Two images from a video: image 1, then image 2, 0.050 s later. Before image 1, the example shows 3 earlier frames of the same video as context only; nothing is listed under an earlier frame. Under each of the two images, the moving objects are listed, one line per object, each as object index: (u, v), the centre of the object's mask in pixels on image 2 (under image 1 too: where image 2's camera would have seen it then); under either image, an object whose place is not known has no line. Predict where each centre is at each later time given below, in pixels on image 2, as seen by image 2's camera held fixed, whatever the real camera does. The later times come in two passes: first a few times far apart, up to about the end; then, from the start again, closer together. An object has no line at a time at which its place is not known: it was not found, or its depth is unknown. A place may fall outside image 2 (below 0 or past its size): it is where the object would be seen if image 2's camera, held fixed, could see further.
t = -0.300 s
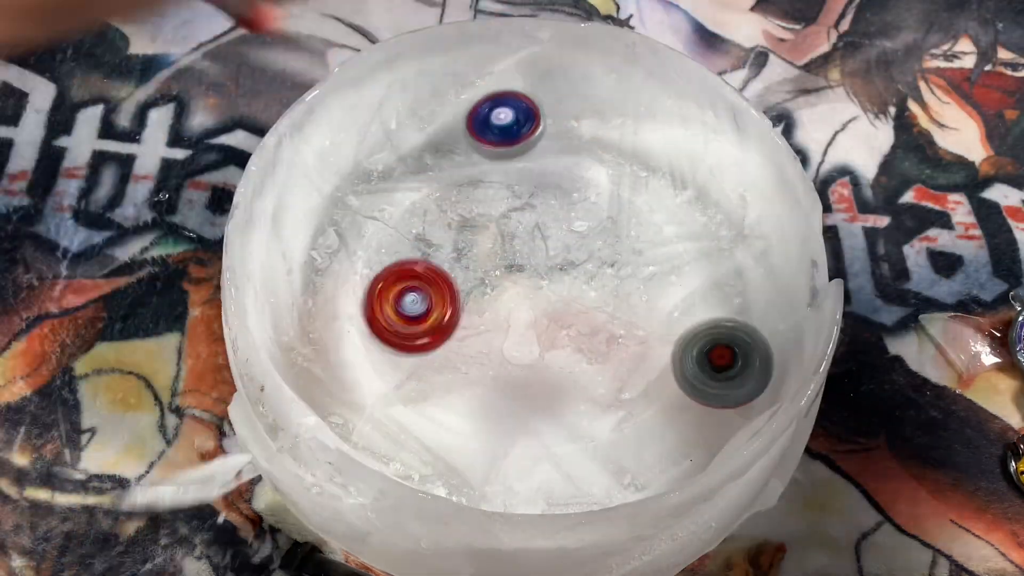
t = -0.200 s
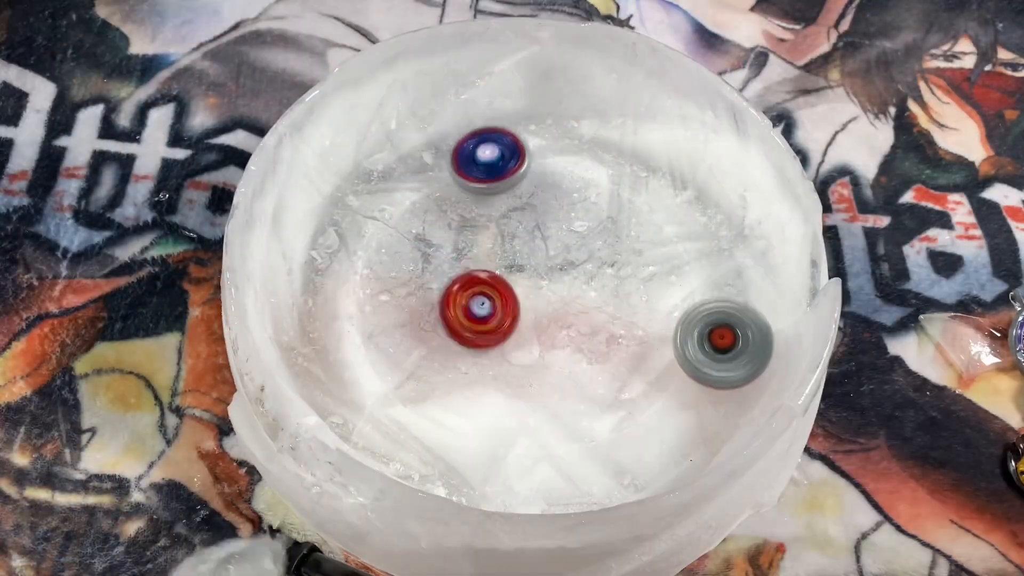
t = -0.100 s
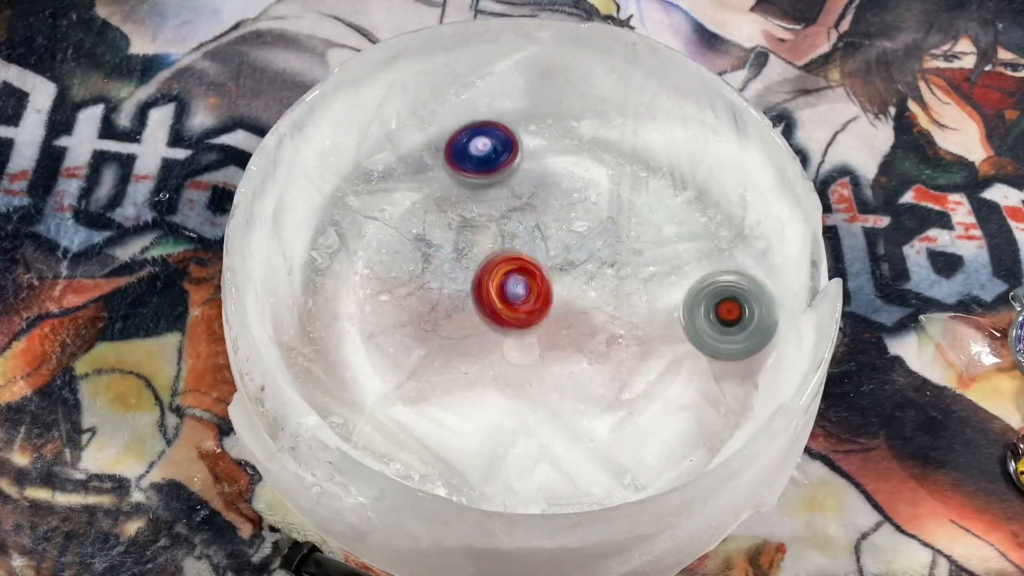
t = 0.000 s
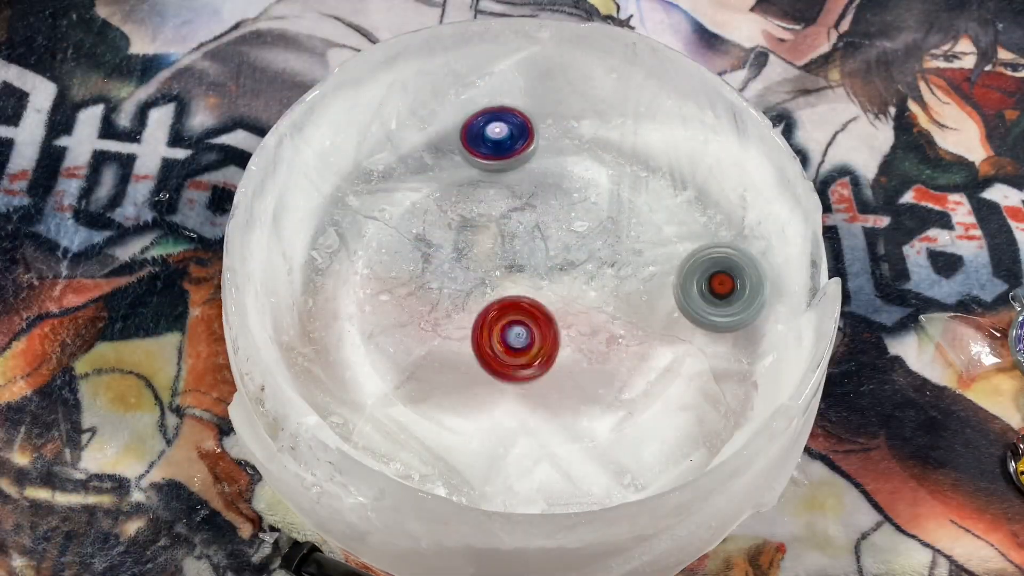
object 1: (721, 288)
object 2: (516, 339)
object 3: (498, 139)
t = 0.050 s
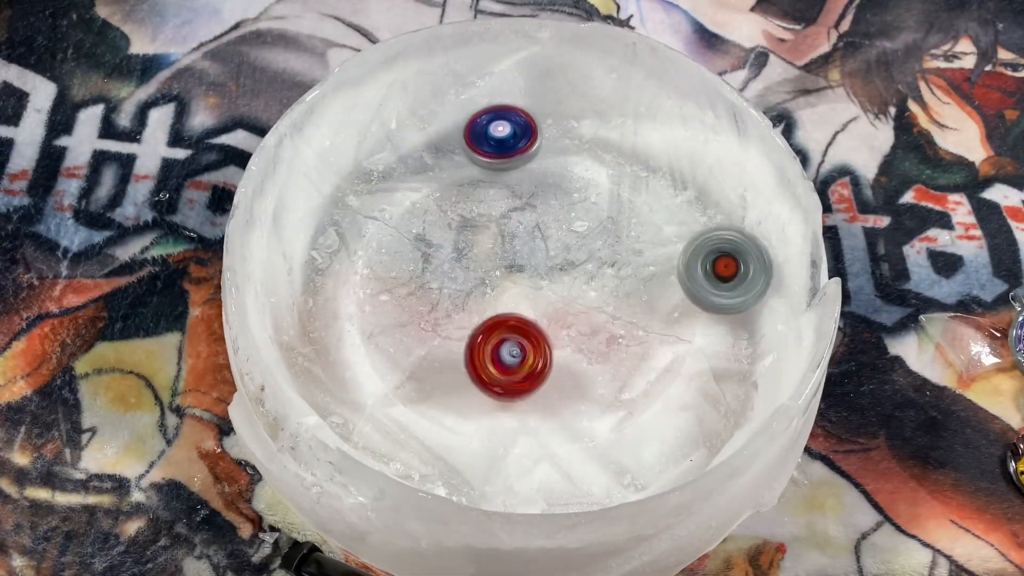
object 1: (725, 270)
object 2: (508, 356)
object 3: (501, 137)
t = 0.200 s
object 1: (689, 217)
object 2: (445, 271)
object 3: (493, 147)
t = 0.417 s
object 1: (576, 231)
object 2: (323, 282)
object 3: (546, 149)
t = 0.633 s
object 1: (553, 523)
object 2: (493, 317)
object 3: (457, 225)
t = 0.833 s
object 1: (573, 449)
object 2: (627, 383)
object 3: (401, 235)
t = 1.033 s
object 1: (436, 450)
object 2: (518, 220)
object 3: (429, 270)
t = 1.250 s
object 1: (350, 336)
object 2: (539, 132)
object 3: (490, 277)
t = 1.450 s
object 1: (381, 253)
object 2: (584, 144)
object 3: (512, 245)
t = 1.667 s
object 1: (442, 193)
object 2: (589, 134)
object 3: (613, 284)
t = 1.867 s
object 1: (503, 223)
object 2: (533, 128)
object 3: (630, 265)
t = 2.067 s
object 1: (474, 262)
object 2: (514, 192)
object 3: (628, 233)
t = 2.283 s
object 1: (468, 310)
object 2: (485, 203)
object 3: (593, 213)
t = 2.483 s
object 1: (469, 309)
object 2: (437, 188)
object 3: (573, 208)
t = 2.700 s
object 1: (461, 304)
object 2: (386, 166)
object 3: (627, 295)
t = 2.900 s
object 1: (460, 296)
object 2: (417, 180)
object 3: (715, 296)
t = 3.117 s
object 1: (466, 280)
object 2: (445, 195)
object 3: (583, 267)
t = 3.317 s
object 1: (406, 311)
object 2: (433, 149)
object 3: (526, 263)
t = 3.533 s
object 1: (396, 270)
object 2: (467, 139)
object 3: (521, 281)
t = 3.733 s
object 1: (438, 248)
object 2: (506, 193)
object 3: (548, 258)
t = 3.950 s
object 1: (487, 252)
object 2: (541, 135)
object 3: (598, 333)
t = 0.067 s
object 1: (727, 265)
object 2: (505, 363)
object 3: (502, 137)
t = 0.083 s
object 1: (728, 258)
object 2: (499, 355)
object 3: (502, 138)
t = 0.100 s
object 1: (726, 252)
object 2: (491, 348)
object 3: (501, 139)
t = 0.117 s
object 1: (726, 245)
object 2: (485, 343)
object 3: (501, 139)
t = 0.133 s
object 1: (722, 239)
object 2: (475, 331)
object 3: (500, 140)
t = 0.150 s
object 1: (714, 231)
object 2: (464, 320)
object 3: (499, 141)
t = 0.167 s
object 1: (705, 227)
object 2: (455, 312)
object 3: (497, 142)
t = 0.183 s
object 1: (697, 223)
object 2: (450, 293)
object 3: (496, 144)
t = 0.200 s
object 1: (689, 217)
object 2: (445, 271)
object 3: (493, 147)
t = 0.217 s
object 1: (682, 213)
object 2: (442, 252)
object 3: (491, 150)
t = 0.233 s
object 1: (673, 208)
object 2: (438, 236)
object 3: (488, 156)
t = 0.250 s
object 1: (665, 204)
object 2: (434, 222)
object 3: (486, 162)
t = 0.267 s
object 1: (656, 200)
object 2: (421, 225)
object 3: (490, 162)
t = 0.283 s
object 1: (647, 196)
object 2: (400, 231)
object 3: (502, 153)
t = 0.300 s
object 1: (639, 194)
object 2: (382, 237)
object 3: (513, 147)
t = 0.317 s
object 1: (629, 195)
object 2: (363, 246)
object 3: (523, 142)
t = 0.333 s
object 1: (619, 195)
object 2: (346, 252)
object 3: (532, 139)
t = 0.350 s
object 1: (606, 197)
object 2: (330, 255)
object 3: (540, 137)
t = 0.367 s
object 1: (596, 199)
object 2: (319, 259)
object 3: (547, 134)
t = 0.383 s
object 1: (590, 210)
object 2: (310, 265)
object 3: (548, 125)
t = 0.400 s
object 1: (583, 220)
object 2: (309, 274)
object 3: (548, 129)
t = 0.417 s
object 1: (576, 231)
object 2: (323, 282)
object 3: (546, 149)
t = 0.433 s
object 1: (572, 264)
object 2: (338, 292)
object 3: (541, 155)
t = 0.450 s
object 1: (569, 307)
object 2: (349, 297)
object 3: (532, 146)
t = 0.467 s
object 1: (565, 351)
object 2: (361, 303)
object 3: (521, 140)
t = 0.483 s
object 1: (564, 359)
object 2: (373, 311)
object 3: (511, 137)
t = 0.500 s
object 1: (562, 371)
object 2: (386, 317)
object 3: (501, 137)
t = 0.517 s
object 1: (559, 388)
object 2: (401, 323)
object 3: (490, 139)
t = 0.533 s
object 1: (555, 408)
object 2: (417, 327)
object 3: (479, 143)
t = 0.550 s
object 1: (550, 436)
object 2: (433, 329)
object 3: (470, 141)
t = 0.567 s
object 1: (543, 469)
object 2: (448, 329)
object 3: (462, 141)
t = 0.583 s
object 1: (535, 508)
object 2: (460, 323)
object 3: (461, 155)
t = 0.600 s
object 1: (526, 533)
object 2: (471, 320)
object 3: (459, 177)
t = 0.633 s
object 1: (553, 523)
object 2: (493, 317)
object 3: (457, 225)
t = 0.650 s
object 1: (567, 516)
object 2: (508, 317)
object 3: (454, 248)
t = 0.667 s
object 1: (579, 509)
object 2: (524, 325)
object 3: (441, 245)
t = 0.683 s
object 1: (592, 501)
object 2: (542, 333)
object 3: (432, 240)
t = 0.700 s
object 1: (600, 497)
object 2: (558, 346)
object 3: (423, 237)
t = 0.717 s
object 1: (608, 496)
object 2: (575, 357)
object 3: (415, 233)
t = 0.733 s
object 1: (608, 484)
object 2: (593, 377)
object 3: (410, 232)
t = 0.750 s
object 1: (605, 472)
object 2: (612, 388)
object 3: (407, 230)
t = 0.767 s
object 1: (602, 464)
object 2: (641, 405)
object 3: (404, 230)
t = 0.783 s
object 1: (599, 459)
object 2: (668, 445)
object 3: (402, 231)
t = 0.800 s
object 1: (591, 456)
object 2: (661, 437)
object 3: (401, 232)
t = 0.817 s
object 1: (582, 455)
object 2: (641, 406)
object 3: (400, 233)
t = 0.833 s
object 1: (573, 449)
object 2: (627, 383)
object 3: (401, 235)
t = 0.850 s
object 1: (563, 445)
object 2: (614, 365)
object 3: (401, 237)
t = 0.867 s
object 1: (553, 444)
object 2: (602, 347)
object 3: (402, 240)
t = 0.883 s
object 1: (543, 445)
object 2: (593, 330)
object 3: (404, 244)
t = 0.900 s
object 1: (533, 449)
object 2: (584, 316)
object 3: (405, 247)
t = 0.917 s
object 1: (523, 454)
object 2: (574, 304)
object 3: (407, 250)
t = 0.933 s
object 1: (511, 454)
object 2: (564, 296)
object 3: (409, 253)
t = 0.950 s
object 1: (499, 455)
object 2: (554, 290)
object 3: (411, 257)
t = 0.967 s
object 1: (488, 457)
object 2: (545, 281)
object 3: (414, 260)
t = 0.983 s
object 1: (475, 458)
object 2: (538, 264)
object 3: (417, 263)
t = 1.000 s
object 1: (462, 460)
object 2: (530, 248)
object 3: (421, 266)
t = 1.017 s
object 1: (449, 456)
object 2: (523, 235)
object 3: (424, 269)
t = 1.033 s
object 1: (436, 450)
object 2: (518, 220)
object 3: (429, 270)
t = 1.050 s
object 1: (425, 442)
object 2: (515, 205)
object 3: (433, 272)
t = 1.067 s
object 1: (417, 432)
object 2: (511, 192)
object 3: (437, 273)
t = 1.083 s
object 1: (411, 422)
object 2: (510, 178)
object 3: (441, 274)
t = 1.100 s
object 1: (404, 414)
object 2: (512, 163)
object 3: (447, 276)
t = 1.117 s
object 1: (398, 407)
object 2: (513, 151)
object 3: (451, 276)
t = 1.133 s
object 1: (391, 397)
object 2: (516, 141)
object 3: (457, 277)
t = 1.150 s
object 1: (384, 389)
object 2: (517, 135)
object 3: (462, 279)
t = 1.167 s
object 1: (379, 379)
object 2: (518, 131)
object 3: (466, 279)
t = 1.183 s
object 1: (372, 370)
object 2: (520, 127)
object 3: (472, 281)
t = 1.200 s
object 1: (367, 362)
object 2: (525, 125)
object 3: (477, 281)
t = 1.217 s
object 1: (361, 352)
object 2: (530, 126)
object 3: (482, 281)
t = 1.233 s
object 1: (356, 344)
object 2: (534, 131)
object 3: (486, 278)
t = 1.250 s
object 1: (350, 336)
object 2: (539, 132)
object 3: (490, 277)
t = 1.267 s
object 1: (345, 328)
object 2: (543, 134)
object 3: (493, 275)
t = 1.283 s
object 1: (339, 322)
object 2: (547, 135)
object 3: (497, 271)
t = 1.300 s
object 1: (332, 316)
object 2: (551, 135)
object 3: (500, 267)
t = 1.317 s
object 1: (326, 311)
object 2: (555, 137)
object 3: (502, 264)
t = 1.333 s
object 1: (318, 306)
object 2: (559, 136)
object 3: (505, 260)
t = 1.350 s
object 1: (313, 300)
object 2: (564, 138)
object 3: (510, 257)
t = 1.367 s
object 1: (325, 289)
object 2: (567, 139)
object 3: (512, 254)
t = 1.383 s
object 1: (337, 280)
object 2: (571, 140)
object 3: (515, 251)
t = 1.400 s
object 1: (348, 272)
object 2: (575, 141)
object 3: (518, 247)
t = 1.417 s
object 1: (359, 264)
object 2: (578, 141)
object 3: (518, 245)
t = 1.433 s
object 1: (369, 259)
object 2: (581, 143)
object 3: (514, 245)
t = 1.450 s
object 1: (381, 253)
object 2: (584, 144)
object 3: (512, 245)
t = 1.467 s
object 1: (393, 247)
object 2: (586, 144)
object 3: (511, 246)
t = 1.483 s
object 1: (406, 241)
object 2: (588, 144)
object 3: (511, 246)
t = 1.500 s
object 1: (419, 236)
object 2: (589, 144)
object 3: (512, 248)
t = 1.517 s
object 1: (426, 231)
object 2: (590, 144)
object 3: (519, 250)
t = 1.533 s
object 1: (424, 223)
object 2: (591, 143)
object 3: (533, 254)
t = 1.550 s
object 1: (425, 216)
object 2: (591, 142)
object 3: (544, 256)
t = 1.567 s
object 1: (425, 210)
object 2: (592, 141)
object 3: (555, 259)
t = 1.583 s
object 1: (426, 205)
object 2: (592, 140)
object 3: (566, 267)
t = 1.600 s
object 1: (429, 201)
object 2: (592, 139)
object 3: (576, 274)
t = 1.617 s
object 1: (432, 198)
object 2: (592, 137)
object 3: (587, 276)
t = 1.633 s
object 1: (434, 195)
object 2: (592, 136)
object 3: (596, 280)
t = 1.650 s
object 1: (438, 193)
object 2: (591, 134)
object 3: (605, 282)
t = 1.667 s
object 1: (442, 193)
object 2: (589, 134)
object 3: (613, 284)
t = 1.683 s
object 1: (446, 193)
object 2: (584, 133)
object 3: (620, 284)
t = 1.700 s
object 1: (450, 194)
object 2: (579, 132)
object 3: (626, 285)
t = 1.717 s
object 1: (455, 196)
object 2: (572, 133)
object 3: (631, 284)
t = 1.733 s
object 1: (459, 198)
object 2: (566, 134)
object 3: (634, 283)
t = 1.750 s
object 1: (464, 200)
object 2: (561, 131)
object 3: (637, 282)
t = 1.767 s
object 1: (470, 205)
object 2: (555, 131)
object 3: (639, 280)
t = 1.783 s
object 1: (475, 209)
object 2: (551, 130)
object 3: (640, 278)
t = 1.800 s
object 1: (481, 212)
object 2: (546, 129)
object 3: (639, 276)
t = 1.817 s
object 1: (486, 214)
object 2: (542, 127)
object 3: (639, 274)
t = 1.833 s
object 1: (492, 217)
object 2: (538, 124)
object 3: (636, 271)
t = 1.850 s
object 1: (497, 220)
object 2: (535, 124)
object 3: (634, 268)
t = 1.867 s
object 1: (503, 223)
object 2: (533, 128)
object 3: (630, 265)
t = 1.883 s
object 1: (507, 227)
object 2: (532, 134)
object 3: (626, 261)
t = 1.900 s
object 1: (511, 230)
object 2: (531, 136)
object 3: (621, 258)
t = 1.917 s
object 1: (515, 234)
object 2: (529, 141)
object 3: (616, 254)
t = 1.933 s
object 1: (519, 238)
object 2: (528, 147)
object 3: (610, 250)
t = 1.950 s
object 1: (518, 242)
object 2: (525, 151)
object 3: (607, 246)
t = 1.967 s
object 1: (509, 244)
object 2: (522, 156)
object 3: (613, 244)
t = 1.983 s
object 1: (503, 246)
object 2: (519, 164)
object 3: (619, 243)
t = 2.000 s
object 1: (496, 248)
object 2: (517, 172)
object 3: (623, 241)
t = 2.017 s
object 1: (490, 249)
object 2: (516, 180)
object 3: (625, 239)
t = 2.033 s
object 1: (484, 252)
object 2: (514, 188)
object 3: (627, 237)
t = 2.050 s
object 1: (478, 257)
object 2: (515, 190)
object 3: (628, 235)
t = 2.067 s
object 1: (474, 262)
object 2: (514, 192)
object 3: (628, 233)
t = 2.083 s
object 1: (470, 268)
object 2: (513, 195)
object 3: (627, 231)
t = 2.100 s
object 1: (466, 273)
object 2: (512, 197)
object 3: (625, 229)
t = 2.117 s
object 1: (463, 277)
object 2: (511, 201)
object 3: (622, 227)
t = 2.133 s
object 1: (461, 280)
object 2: (508, 206)
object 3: (618, 225)
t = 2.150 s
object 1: (459, 284)
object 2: (507, 210)
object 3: (614, 223)
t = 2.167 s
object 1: (457, 285)
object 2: (505, 215)
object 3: (610, 222)
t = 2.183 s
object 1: (458, 287)
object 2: (503, 219)
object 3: (605, 220)
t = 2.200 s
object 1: (460, 287)
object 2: (502, 224)
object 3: (601, 218)
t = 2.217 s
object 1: (464, 288)
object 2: (501, 229)
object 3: (596, 217)
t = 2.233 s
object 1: (463, 295)
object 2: (503, 224)
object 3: (591, 216)
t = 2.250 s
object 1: (464, 300)
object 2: (504, 217)
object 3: (587, 215)
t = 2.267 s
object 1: (466, 306)
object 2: (496, 210)
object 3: (589, 214)
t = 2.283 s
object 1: (468, 310)
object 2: (485, 203)
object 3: (593, 213)
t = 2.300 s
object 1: (469, 314)
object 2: (475, 197)
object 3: (595, 212)
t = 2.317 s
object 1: (470, 316)
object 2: (466, 192)
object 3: (596, 211)
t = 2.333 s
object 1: (471, 318)
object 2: (458, 187)
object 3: (597, 210)
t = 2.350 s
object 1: (471, 318)
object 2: (450, 184)
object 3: (596, 209)
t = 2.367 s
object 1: (470, 318)
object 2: (443, 182)
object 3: (595, 208)
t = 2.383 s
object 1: (470, 318)
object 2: (437, 181)
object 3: (593, 207)
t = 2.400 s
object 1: (469, 317)
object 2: (433, 180)
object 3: (590, 207)
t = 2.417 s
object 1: (469, 316)
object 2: (431, 181)
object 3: (588, 207)
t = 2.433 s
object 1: (469, 314)
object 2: (431, 183)
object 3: (586, 207)
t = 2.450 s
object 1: (469, 313)
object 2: (431, 185)
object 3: (582, 206)
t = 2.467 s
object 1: (469, 311)
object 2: (434, 187)
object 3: (577, 207)
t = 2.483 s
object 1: (469, 309)
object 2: (437, 188)
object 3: (573, 208)
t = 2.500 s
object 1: (470, 307)
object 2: (440, 189)
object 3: (567, 209)
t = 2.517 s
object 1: (471, 306)
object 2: (444, 191)
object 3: (561, 210)
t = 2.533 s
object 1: (472, 304)
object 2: (448, 194)
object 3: (554, 212)
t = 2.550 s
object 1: (474, 302)
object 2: (452, 197)
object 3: (548, 216)
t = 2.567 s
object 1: (475, 301)
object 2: (457, 200)
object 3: (542, 220)
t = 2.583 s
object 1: (477, 300)
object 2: (461, 204)
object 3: (537, 224)
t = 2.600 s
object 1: (479, 300)
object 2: (447, 193)
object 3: (544, 237)
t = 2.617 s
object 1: (481, 300)
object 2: (434, 182)
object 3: (552, 251)
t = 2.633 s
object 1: (483, 299)
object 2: (423, 173)
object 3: (560, 264)
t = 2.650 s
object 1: (482, 299)
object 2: (413, 167)
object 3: (571, 276)
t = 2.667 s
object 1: (474, 302)
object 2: (404, 163)
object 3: (590, 284)
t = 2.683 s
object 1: (467, 303)
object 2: (394, 163)
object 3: (609, 290)
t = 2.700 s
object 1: (461, 304)
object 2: (386, 166)
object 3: (627, 295)
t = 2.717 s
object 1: (456, 305)
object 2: (389, 168)
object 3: (641, 297)
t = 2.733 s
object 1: (451, 305)
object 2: (393, 171)
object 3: (656, 299)
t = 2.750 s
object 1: (448, 305)
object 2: (397, 175)
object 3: (670, 301)
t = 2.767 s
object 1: (445, 304)
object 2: (400, 176)
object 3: (681, 300)
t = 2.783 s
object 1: (444, 303)
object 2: (403, 177)
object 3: (691, 300)
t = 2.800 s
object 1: (444, 302)
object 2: (406, 180)
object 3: (696, 297)
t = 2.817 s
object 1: (444, 301)
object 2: (409, 180)
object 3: (698, 296)
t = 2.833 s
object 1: (446, 300)
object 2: (412, 180)
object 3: (702, 295)
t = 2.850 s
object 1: (449, 299)
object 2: (414, 180)
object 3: (705, 295)
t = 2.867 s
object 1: (452, 297)
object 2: (415, 180)
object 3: (708, 295)
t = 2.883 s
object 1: (456, 296)
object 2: (416, 180)
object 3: (711, 296)
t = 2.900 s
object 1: (460, 296)
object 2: (417, 180)
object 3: (715, 296)
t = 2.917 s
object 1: (464, 295)
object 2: (417, 179)
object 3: (719, 297)
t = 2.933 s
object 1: (469, 294)
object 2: (418, 179)
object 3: (723, 298)
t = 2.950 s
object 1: (474, 293)
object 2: (417, 179)
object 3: (717, 293)
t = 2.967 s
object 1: (480, 293)
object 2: (417, 180)
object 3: (703, 286)
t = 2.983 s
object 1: (484, 291)
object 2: (418, 181)
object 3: (688, 281)
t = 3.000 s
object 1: (487, 288)
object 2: (420, 184)
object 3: (672, 279)
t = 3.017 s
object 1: (488, 285)
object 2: (424, 187)
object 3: (654, 281)
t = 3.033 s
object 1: (488, 283)
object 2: (428, 191)
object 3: (637, 284)
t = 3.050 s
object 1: (489, 282)
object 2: (432, 195)
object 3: (619, 281)
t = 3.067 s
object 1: (491, 280)
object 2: (438, 198)
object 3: (600, 278)
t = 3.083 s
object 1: (493, 278)
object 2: (444, 202)
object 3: (582, 273)
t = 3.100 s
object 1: (477, 274)
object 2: (449, 206)
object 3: (582, 269)
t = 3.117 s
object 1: (466, 280)
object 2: (445, 195)
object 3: (583, 267)
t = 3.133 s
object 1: (456, 283)
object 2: (441, 180)
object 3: (583, 264)
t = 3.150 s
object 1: (449, 289)
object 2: (437, 168)
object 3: (581, 262)
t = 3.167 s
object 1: (440, 293)
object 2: (432, 160)
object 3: (579, 260)
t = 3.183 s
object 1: (432, 297)
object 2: (428, 155)
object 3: (576, 259)
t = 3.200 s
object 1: (425, 303)
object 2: (425, 150)
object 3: (572, 257)
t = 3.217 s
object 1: (418, 307)
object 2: (425, 137)
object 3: (567, 257)
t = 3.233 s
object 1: (414, 309)
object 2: (425, 128)
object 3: (561, 257)
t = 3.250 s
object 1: (410, 311)
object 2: (424, 123)
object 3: (555, 258)
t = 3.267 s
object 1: (407, 313)
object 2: (427, 123)
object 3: (549, 260)
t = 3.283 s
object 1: (406, 313)
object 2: (429, 128)
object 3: (541, 261)
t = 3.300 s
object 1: (406, 312)
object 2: (431, 137)
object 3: (533, 262)
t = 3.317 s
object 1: (406, 311)
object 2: (433, 149)
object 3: (526, 263)
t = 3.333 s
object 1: (407, 309)
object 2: (437, 154)
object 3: (518, 263)
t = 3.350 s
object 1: (408, 306)
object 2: (440, 157)
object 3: (511, 264)
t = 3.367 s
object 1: (409, 302)
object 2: (443, 162)
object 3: (506, 265)
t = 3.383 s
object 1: (410, 298)
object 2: (446, 167)
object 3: (501, 265)
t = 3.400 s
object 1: (413, 293)
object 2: (449, 174)
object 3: (497, 266)
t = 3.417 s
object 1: (414, 290)
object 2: (453, 184)
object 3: (493, 266)
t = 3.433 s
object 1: (408, 285)
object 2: (458, 195)
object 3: (492, 262)
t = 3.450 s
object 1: (404, 284)
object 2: (460, 191)
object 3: (496, 262)
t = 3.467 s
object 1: (399, 281)
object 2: (458, 173)
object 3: (501, 265)
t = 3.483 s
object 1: (397, 278)
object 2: (459, 160)
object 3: (507, 268)
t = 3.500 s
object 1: (395, 275)
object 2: (462, 150)
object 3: (512, 277)
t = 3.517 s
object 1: (395, 273)
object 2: (464, 143)
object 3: (517, 283)
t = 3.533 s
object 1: (396, 270)
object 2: (467, 139)
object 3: (521, 281)
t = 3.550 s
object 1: (397, 267)
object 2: (471, 140)
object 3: (523, 280)
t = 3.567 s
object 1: (400, 264)
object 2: (476, 144)
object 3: (526, 281)
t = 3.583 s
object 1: (403, 261)
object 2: (480, 148)
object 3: (530, 278)
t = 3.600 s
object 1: (406, 259)
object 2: (484, 151)
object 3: (535, 275)
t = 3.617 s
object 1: (410, 257)
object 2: (487, 154)
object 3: (538, 272)
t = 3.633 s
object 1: (413, 255)
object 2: (490, 157)
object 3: (541, 268)
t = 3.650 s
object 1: (418, 253)
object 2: (493, 161)
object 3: (545, 266)
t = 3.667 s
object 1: (422, 252)
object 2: (496, 166)
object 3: (548, 265)
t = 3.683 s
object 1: (425, 250)
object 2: (499, 171)
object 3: (549, 264)
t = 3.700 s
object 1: (429, 249)
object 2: (502, 177)
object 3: (550, 263)
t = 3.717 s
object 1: (433, 249)
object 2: (504, 185)
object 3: (549, 260)
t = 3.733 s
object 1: (438, 248)
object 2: (506, 193)
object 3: (548, 258)
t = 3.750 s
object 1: (443, 248)
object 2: (508, 197)
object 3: (546, 257)
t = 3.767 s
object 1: (448, 248)
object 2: (510, 181)
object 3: (543, 271)
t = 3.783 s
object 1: (452, 248)
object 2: (512, 165)
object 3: (540, 284)
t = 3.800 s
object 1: (457, 248)
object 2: (514, 151)
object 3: (545, 290)
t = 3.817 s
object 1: (461, 248)
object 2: (516, 140)
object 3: (553, 296)
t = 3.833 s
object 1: (464, 247)
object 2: (518, 132)
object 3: (560, 303)
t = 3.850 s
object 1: (468, 248)
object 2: (520, 127)
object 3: (567, 314)
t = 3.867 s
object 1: (472, 248)
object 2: (521, 125)
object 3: (574, 318)
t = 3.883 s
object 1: (474, 248)
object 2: (524, 128)
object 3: (581, 324)
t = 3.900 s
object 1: (478, 250)
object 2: (530, 130)
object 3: (586, 329)
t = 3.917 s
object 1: (481, 250)
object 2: (535, 132)
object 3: (592, 331)
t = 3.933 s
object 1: (484, 251)
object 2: (538, 133)
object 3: (596, 332)
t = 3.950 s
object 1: (487, 252)
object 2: (541, 135)
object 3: (598, 333)
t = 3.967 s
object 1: (489, 253)
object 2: (545, 137)
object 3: (599, 334)
